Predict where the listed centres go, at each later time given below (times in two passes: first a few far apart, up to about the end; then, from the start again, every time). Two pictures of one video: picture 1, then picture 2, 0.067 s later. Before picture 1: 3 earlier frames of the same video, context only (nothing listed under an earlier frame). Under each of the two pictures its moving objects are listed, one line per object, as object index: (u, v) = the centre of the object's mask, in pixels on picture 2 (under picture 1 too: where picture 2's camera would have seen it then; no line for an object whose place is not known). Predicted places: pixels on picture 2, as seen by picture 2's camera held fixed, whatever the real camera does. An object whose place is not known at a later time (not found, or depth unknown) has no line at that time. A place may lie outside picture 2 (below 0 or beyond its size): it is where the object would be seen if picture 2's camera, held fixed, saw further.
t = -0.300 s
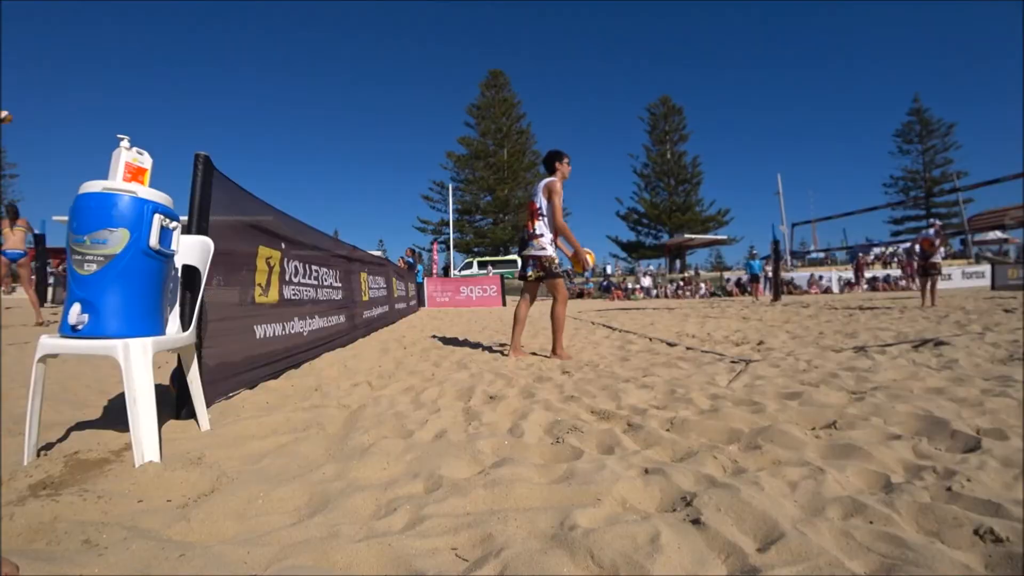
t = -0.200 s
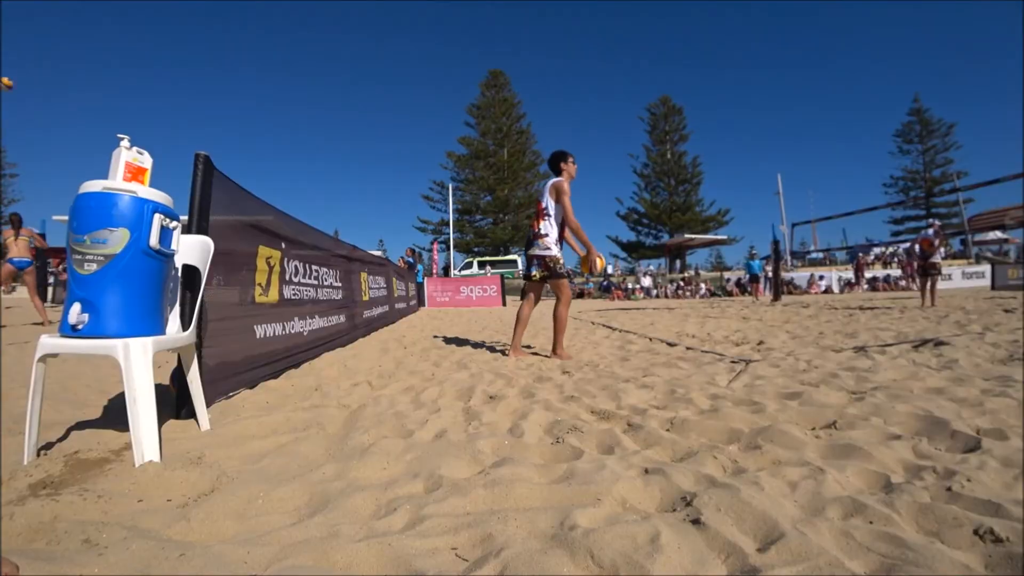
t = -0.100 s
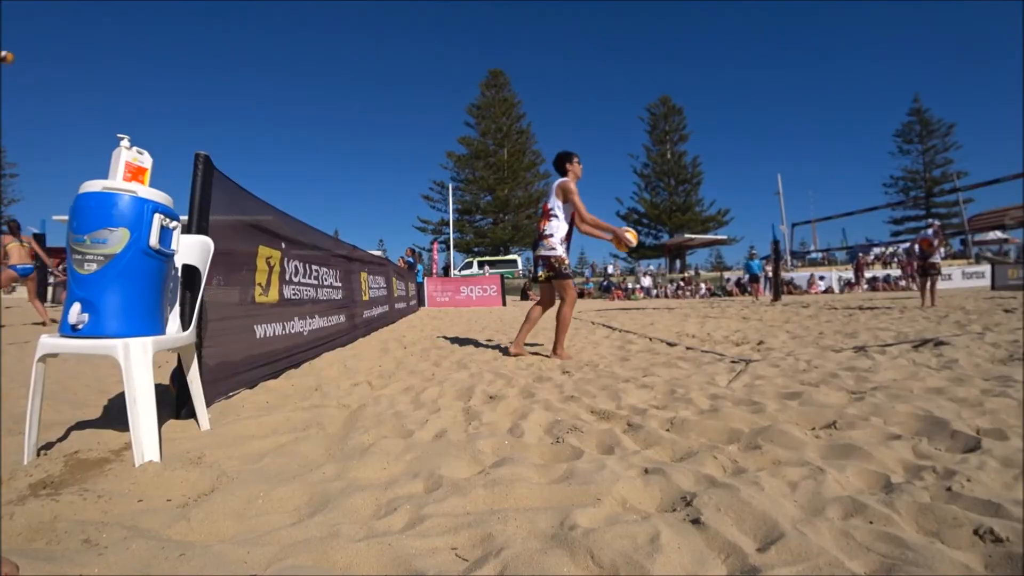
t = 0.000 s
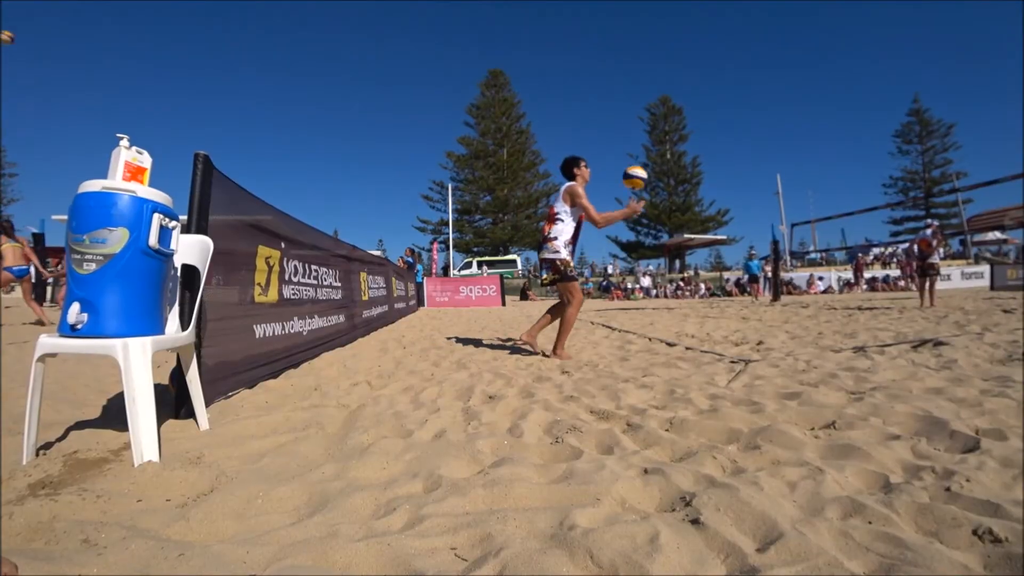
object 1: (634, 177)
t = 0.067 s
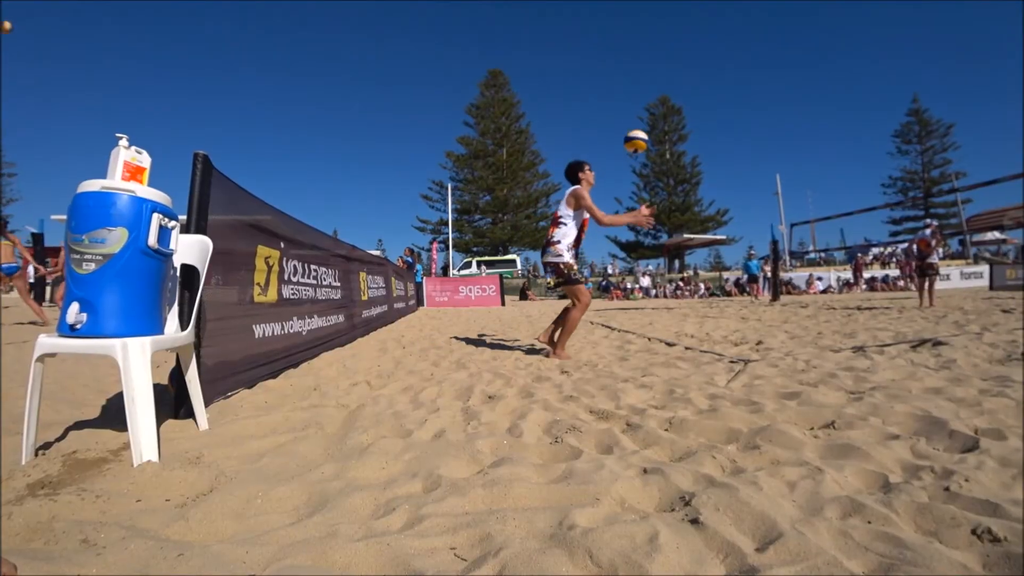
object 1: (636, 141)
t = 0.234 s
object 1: (640, 78)
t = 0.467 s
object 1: (649, 40)
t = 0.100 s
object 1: (637, 126)
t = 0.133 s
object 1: (637, 112)
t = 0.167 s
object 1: (638, 99)
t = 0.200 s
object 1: (639, 88)
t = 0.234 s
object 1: (640, 78)
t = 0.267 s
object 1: (641, 69)
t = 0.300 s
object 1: (642, 61)
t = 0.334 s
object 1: (643, 55)
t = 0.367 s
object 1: (645, 50)
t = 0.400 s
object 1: (646, 46)
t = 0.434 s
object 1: (648, 42)
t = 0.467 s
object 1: (649, 40)
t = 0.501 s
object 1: (652, 39)
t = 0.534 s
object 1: (653, 39)
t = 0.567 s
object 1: (655, 39)
